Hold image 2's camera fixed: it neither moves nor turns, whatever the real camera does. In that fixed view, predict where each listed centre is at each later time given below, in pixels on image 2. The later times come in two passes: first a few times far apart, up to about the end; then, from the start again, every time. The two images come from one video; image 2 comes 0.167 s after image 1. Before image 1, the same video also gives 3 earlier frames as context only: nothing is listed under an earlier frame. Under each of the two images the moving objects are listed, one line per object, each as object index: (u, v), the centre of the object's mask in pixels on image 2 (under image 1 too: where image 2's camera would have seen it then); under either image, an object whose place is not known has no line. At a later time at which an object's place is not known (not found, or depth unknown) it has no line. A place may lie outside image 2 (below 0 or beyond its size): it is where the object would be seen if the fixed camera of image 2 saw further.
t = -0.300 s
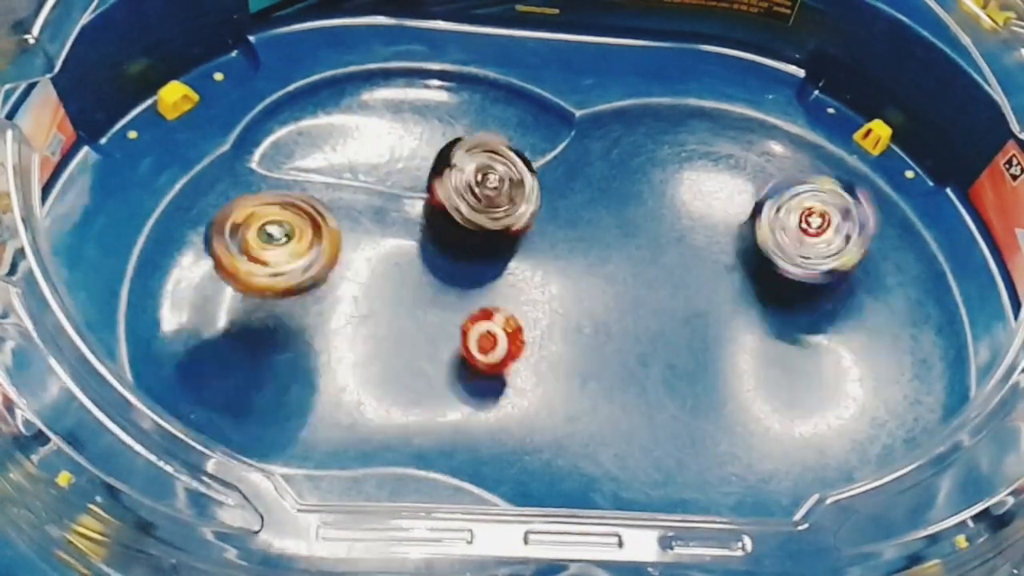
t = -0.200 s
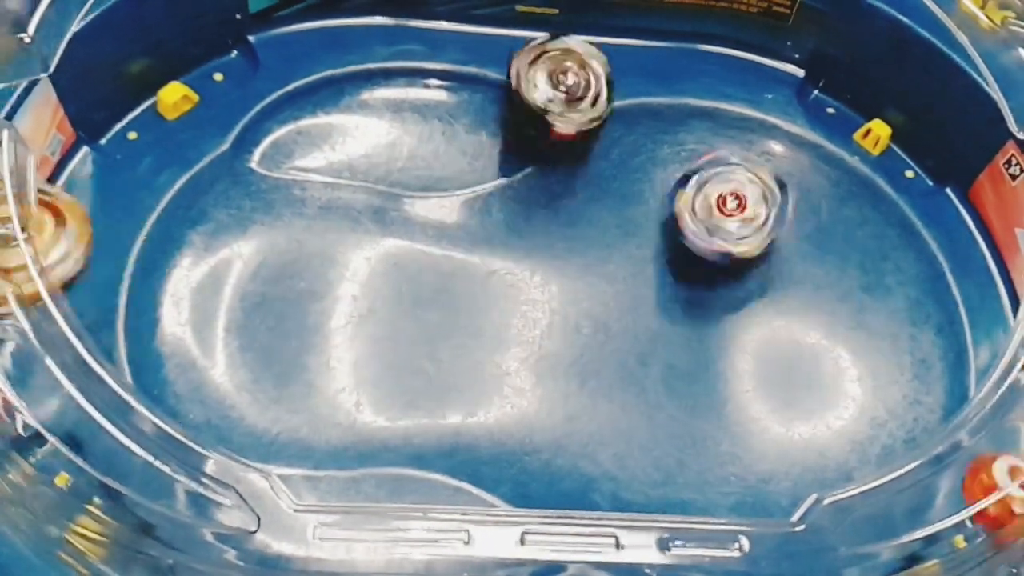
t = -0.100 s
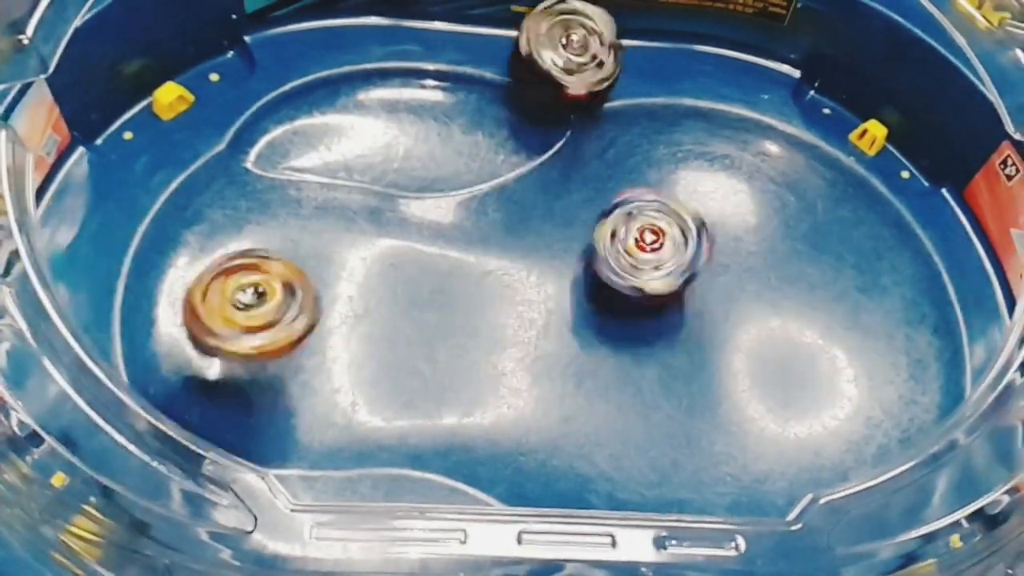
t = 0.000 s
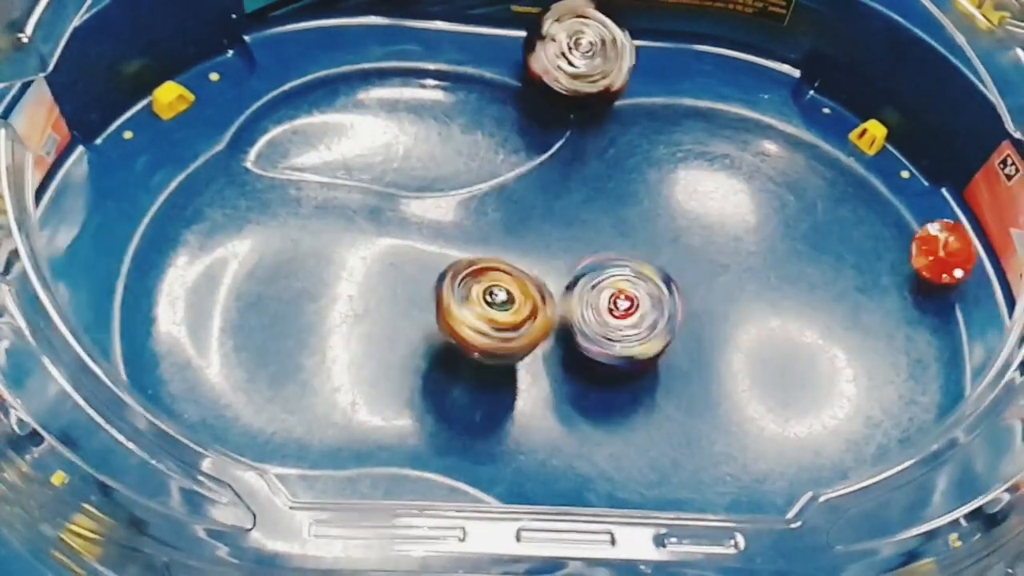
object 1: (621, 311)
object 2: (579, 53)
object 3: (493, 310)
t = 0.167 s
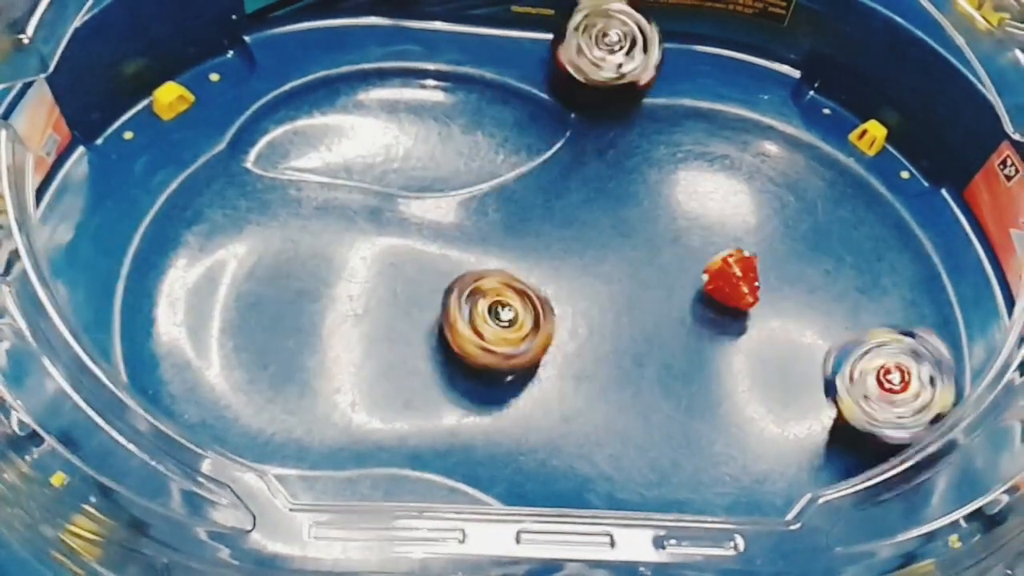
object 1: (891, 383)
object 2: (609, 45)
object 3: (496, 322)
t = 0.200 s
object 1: (909, 373)
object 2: (615, 46)
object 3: (510, 314)
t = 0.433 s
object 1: (775, 274)
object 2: (696, 49)
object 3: (547, 408)
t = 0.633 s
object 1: (665, 294)
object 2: (781, 70)
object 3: (549, 403)
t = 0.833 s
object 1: (675, 367)
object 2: (841, 128)
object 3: (547, 425)
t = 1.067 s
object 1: (745, 419)
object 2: (720, 308)
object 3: (585, 447)
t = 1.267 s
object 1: (747, 420)
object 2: (718, 311)
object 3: (590, 447)
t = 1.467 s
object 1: (749, 426)
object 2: (718, 308)
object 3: (590, 449)
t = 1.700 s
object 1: (754, 427)
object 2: (718, 307)
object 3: (593, 448)
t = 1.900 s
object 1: (755, 430)
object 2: (716, 305)
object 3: (592, 450)
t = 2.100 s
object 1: (756, 436)
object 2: (715, 302)
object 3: (596, 447)
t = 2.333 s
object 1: (759, 439)
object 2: (714, 304)
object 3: (597, 447)
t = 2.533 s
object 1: (762, 442)
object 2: (712, 301)
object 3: (603, 442)
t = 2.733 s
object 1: (765, 444)
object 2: (712, 299)
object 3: (600, 443)
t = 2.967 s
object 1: (765, 446)
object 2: (711, 298)
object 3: (607, 438)
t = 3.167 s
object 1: (767, 447)
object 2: (709, 296)
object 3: (608, 435)
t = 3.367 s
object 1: (770, 448)
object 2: (711, 295)
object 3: (615, 432)
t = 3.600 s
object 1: (771, 449)
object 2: (711, 297)
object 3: (615, 430)
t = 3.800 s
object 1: (772, 450)
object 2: (711, 294)
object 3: (620, 429)
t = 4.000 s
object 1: (775, 451)
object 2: (714, 295)
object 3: (620, 428)
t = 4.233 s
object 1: (780, 449)
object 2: (713, 297)
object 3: (626, 426)
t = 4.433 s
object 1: (781, 452)
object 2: (713, 296)
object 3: (628, 422)
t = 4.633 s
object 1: (785, 450)
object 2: (716, 299)
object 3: (634, 421)
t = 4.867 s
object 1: (785, 448)
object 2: (712, 302)
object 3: (636, 418)
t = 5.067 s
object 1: (788, 451)
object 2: (714, 302)
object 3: (643, 416)
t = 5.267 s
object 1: (791, 448)
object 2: (715, 305)
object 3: (641, 413)
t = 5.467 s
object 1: (792, 445)
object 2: (713, 306)
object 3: (649, 414)
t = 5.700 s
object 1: (797, 443)
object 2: (715, 307)
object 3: (649, 409)
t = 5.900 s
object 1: (798, 443)
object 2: (715, 310)
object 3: (658, 411)
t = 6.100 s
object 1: (800, 439)
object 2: (715, 310)
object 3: (658, 407)
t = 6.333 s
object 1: (802, 437)
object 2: (721, 298)
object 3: (657, 417)
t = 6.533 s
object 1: (803, 434)
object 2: (726, 290)
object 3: (658, 428)
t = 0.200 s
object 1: (909, 373)
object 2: (615, 46)
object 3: (510, 314)
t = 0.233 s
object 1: (914, 362)
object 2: (621, 47)
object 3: (514, 321)
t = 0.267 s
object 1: (908, 347)
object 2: (630, 48)
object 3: (521, 336)
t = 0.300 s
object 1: (893, 328)
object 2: (643, 44)
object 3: (531, 353)
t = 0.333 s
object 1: (872, 308)
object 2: (657, 44)
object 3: (535, 375)
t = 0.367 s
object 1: (844, 292)
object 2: (671, 45)
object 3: (541, 388)
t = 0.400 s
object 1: (811, 279)
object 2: (683, 47)
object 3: (542, 399)
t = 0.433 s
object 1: (775, 274)
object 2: (696, 49)
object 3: (547, 408)
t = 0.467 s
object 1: (739, 272)
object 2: (710, 50)
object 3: (552, 411)
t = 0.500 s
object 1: (706, 282)
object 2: (724, 53)
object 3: (558, 408)
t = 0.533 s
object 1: (681, 289)
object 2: (738, 56)
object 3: (565, 399)
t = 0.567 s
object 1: (661, 299)
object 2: (754, 59)
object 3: (573, 387)
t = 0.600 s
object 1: (664, 292)
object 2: (768, 65)
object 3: (560, 397)
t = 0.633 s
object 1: (665, 294)
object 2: (781, 70)
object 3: (549, 403)
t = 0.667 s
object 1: (658, 305)
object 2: (790, 79)
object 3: (542, 406)
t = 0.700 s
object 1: (652, 322)
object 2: (816, 73)
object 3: (538, 405)
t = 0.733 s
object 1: (649, 341)
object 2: (824, 89)
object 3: (540, 404)
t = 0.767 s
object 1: (659, 348)
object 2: (835, 99)
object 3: (542, 407)
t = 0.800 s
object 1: (666, 359)
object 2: (843, 111)
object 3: (545, 419)
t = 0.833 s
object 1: (675, 367)
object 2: (841, 128)
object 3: (547, 425)
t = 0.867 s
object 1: (682, 375)
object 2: (833, 156)
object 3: (545, 423)
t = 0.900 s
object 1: (686, 386)
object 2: (818, 188)
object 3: (551, 416)
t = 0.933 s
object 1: (689, 392)
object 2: (793, 234)
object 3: (566, 411)
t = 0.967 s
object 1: (706, 394)
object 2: (767, 272)
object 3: (562, 412)
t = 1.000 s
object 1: (726, 401)
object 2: (746, 291)
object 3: (568, 433)
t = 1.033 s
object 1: (735, 412)
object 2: (731, 300)
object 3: (577, 449)
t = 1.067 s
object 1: (745, 419)
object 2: (720, 308)
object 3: (585, 447)
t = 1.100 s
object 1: (748, 417)
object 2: (721, 311)
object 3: (589, 451)
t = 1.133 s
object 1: (749, 417)
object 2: (719, 313)
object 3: (591, 450)
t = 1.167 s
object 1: (748, 419)
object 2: (718, 314)
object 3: (590, 448)
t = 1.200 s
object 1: (747, 420)
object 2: (717, 312)
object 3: (590, 448)
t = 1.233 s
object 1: (749, 420)
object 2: (717, 311)
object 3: (590, 448)
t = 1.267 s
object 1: (747, 420)
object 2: (718, 311)
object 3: (590, 447)
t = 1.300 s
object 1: (748, 419)
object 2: (719, 310)
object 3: (588, 447)
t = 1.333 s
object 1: (750, 420)
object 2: (716, 312)
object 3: (587, 447)
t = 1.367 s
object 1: (750, 423)
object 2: (716, 311)
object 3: (587, 448)
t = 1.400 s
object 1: (750, 424)
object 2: (716, 310)
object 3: (588, 448)
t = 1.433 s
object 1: (750, 425)
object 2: (716, 308)
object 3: (589, 448)
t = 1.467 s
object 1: (749, 426)
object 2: (718, 308)
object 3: (590, 449)
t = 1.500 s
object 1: (750, 425)
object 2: (718, 307)
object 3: (591, 450)
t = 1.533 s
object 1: (750, 425)
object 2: (717, 309)
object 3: (593, 451)
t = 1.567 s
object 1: (753, 426)
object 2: (716, 309)
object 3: (594, 450)
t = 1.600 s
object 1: (753, 427)
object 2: (716, 308)
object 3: (594, 449)
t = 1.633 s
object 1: (753, 429)
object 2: (717, 306)
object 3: (594, 448)
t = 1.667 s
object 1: (753, 429)
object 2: (719, 306)
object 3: (594, 448)
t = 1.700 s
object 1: (754, 427)
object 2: (718, 307)
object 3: (593, 448)
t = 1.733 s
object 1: (753, 428)
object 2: (718, 308)
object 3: (590, 448)
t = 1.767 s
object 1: (754, 431)
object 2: (716, 309)
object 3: (590, 448)
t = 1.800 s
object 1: (754, 432)
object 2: (715, 306)
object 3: (590, 449)
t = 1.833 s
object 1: (755, 432)
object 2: (715, 305)
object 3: (591, 450)
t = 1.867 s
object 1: (754, 432)
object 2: (716, 305)
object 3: (592, 450)
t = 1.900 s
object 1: (755, 430)
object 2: (716, 305)
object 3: (592, 450)
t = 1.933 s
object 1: (756, 433)
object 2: (715, 306)
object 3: (593, 451)
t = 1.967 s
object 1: (755, 434)
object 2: (713, 306)
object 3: (596, 451)
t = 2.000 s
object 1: (757, 436)
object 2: (713, 303)
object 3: (595, 451)
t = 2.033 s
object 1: (756, 436)
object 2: (714, 301)
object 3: (596, 449)
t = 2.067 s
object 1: (755, 437)
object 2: (715, 301)
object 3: (596, 448)
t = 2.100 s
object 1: (756, 436)
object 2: (715, 302)
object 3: (596, 447)
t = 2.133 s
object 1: (758, 436)
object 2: (714, 304)
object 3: (596, 446)
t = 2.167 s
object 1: (759, 438)
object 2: (715, 302)
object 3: (594, 445)
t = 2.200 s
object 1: (761, 440)
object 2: (715, 300)
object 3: (593, 446)
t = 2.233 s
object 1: (759, 439)
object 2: (716, 301)
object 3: (594, 446)
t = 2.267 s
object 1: (759, 439)
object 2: (717, 301)
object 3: (595, 447)
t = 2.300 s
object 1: (761, 438)
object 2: (716, 302)
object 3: (596, 446)
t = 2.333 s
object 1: (759, 439)
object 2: (714, 304)
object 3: (597, 447)
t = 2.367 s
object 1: (761, 441)
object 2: (714, 301)
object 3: (599, 448)
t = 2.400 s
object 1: (760, 442)
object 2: (713, 300)
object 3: (601, 446)
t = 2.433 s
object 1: (760, 440)
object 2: (713, 301)
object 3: (601, 445)
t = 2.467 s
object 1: (760, 440)
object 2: (714, 300)
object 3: (601, 444)
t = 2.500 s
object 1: (762, 440)
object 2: (714, 300)
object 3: (602, 443)
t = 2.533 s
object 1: (762, 442)
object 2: (712, 301)
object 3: (603, 442)
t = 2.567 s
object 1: (762, 443)
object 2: (711, 300)
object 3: (601, 440)
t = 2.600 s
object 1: (762, 444)
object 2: (711, 297)
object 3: (599, 440)
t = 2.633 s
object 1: (762, 444)
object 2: (712, 297)
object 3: (599, 441)
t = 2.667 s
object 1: (763, 444)
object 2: (714, 298)
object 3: (599, 442)
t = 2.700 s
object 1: (763, 443)
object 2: (713, 298)
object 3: (601, 442)
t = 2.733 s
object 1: (765, 444)
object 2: (712, 299)
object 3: (600, 443)
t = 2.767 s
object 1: (765, 445)
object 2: (712, 297)
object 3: (602, 442)
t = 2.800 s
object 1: (766, 445)
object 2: (713, 296)
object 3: (604, 443)
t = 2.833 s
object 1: (766, 445)
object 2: (715, 297)
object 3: (607, 442)
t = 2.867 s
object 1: (766, 445)
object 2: (715, 298)
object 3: (606, 441)
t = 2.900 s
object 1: (765, 446)
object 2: (714, 299)
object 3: (607, 440)
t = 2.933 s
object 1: (765, 446)
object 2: (712, 300)
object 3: (606, 439)
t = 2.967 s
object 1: (765, 446)
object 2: (711, 298)
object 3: (607, 438)
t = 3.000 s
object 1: (766, 446)
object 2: (711, 298)
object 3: (606, 437)
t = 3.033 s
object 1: (765, 446)
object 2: (712, 298)
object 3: (605, 436)
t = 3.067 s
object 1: (767, 444)
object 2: (712, 297)
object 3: (605, 436)
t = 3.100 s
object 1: (766, 446)
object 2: (711, 298)
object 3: (605, 437)
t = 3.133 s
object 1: (767, 446)
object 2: (710, 299)
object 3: (607, 436)
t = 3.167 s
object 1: (767, 447)
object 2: (709, 296)
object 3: (608, 435)
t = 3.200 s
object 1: (767, 447)
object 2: (710, 295)
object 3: (609, 435)
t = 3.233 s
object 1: (767, 448)
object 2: (712, 295)
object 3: (610, 436)
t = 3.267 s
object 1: (770, 447)
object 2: (711, 297)
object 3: (613, 436)
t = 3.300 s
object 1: (769, 449)
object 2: (711, 297)
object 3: (614, 435)
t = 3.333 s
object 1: (770, 448)
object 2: (712, 298)
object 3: (614, 433)
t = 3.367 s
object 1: (770, 448)
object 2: (711, 295)
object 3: (615, 432)
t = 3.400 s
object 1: (770, 450)
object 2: (713, 295)
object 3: (615, 431)
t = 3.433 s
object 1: (771, 449)
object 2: (714, 296)
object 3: (614, 430)
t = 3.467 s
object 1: (774, 450)
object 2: (714, 297)
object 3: (612, 430)
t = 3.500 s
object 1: (771, 450)
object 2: (713, 297)
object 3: (611, 430)
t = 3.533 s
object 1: (772, 450)
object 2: (711, 298)
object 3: (612, 431)
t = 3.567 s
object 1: (771, 447)
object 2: (711, 297)
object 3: (614, 431)
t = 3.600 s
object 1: (771, 449)
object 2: (711, 297)
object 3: (615, 430)
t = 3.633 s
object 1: (773, 448)
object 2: (713, 296)
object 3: (616, 430)
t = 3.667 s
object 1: (774, 449)
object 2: (712, 298)
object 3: (617, 431)
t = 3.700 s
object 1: (772, 449)
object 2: (711, 298)
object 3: (620, 431)
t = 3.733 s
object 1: (773, 450)
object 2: (710, 298)
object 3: (620, 430)
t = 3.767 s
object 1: (772, 450)
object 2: (710, 295)
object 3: (620, 429)
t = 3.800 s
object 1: (772, 450)
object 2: (711, 294)
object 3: (620, 429)
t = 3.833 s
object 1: (774, 450)
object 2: (712, 296)
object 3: (621, 427)
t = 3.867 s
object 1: (775, 452)
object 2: (712, 297)
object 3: (620, 426)
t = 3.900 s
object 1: (776, 452)
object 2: (712, 297)
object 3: (618, 426)
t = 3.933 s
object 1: (776, 450)
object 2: (712, 297)
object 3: (617, 427)
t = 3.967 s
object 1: (776, 450)
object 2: (712, 295)
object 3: (618, 427)
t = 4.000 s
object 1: (775, 451)
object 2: (714, 295)
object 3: (620, 428)
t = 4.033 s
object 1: (778, 451)
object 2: (715, 297)
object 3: (620, 428)
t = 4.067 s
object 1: (778, 452)
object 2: (714, 297)
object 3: (621, 429)
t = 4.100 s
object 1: (777, 451)
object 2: (712, 299)
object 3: (623, 429)
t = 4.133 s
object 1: (778, 450)
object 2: (712, 298)
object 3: (626, 428)
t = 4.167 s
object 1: (778, 449)
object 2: (712, 297)
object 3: (627, 428)
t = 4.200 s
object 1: (777, 448)
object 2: (713, 297)
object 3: (626, 427)
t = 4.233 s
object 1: (780, 449)
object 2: (713, 297)
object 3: (626, 426)
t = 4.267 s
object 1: (778, 449)
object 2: (712, 298)
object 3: (627, 425)
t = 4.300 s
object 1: (778, 450)
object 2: (711, 300)
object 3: (627, 423)
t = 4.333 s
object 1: (779, 450)
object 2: (711, 298)
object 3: (626, 423)
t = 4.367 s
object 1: (779, 451)
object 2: (711, 296)
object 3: (625, 423)
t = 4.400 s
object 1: (779, 451)
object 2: (712, 296)
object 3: (626, 423)
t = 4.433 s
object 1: (781, 452)
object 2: (713, 296)
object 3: (628, 422)
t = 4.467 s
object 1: (780, 454)
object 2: (713, 298)
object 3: (628, 423)
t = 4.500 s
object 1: (781, 451)
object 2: (713, 299)
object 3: (628, 424)
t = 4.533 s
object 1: (781, 447)
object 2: (713, 299)
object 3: (631, 425)
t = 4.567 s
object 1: (782, 450)
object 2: (713, 298)
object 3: (634, 424)
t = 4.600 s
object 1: (782, 451)
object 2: (715, 298)
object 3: (635, 423)
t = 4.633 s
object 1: (785, 450)
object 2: (716, 299)
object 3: (634, 421)
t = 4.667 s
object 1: (784, 452)
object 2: (715, 300)
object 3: (635, 420)
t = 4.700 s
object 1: (783, 451)
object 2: (713, 301)
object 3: (635, 421)
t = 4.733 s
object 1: (782, 449)
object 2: (713, 300)
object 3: (634, 419)
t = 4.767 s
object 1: (783, 449)
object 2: (713, 300)
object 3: (634, 417)
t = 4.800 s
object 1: (784, 448)
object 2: (713, 301)
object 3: (634, 417)
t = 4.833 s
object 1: (786, 449)
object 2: (714, 300)
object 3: (634, 418)
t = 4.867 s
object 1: (785, 448)
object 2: (712, 302)
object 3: (636, 418)
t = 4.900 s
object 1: (785, 447)
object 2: (711, 302)
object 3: (637, 418)
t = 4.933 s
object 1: (784, 450)
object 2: (711, 301)
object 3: (637, 417)
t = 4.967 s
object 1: (785, 448)
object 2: (712, 300)
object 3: (639, 418)
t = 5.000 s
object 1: (786, 447)
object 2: (713, 299)
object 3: (641, 418)
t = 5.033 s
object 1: (787, 450)
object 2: (714, 300)
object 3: (643, 417)
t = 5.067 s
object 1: (788, 451)
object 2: (714, 302)
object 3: (643, 416)
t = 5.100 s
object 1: (789, 447)
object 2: (714, 303)
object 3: (643, 415)
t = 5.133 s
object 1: (789, 448)
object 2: (714, 303)
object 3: (644, 415)
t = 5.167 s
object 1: (789, 447)
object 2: (715, 301)
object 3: (643, 413)
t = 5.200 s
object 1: (790, 447)
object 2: (716, 302)
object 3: (643, 412)
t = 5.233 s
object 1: (791, 450)
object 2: (717, 303)
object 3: (642, 411)
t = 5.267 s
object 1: (791, 448)
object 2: (715, 305)
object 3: (641, 413)
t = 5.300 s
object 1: (791, 447)
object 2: (714, 305)
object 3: (643, 413)
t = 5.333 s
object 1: (790, 445)
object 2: (714, 304)
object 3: (643, 414)
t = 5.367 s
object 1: (789, 444)
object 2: (714, 304)
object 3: (644, 413)
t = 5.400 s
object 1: (791, 446)
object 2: (715, 304)
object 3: (646, 414)
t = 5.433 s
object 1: (793, 446)
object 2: (715, 306)
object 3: (649, 415)
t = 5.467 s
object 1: (792, 445)
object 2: (713, 306)
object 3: (649, 414)
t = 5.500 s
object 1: (792, 444)
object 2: (713, 306)
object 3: (649, 412)
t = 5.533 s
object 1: (791, 444)
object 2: (712, 305)
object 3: (650, 411)
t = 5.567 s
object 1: (792, 443)
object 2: (714, 303)
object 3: (650, 411)
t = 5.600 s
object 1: (793, 446)
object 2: (715, 303)
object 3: (650, 410)
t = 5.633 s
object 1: (793, 449)
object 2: (717, 305)
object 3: (650, 409)
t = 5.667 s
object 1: (794, 447)
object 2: (715, 307)
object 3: (648, 409)
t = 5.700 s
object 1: (797, 443)
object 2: (715, 307)
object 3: (649, 409)
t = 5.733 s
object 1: (795, 443)
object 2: (715, 306)
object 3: (649, 411)
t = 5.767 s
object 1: (796, 442)
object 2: (717, 306)
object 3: (650, 411)
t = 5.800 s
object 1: (798, 443)
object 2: (718, 307)
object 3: (652, 410)
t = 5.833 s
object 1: (799, 443)
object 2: (717, 311)
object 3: (653, 411)
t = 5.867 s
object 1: (798, 443)
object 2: (716, 310)
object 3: (655, 412)
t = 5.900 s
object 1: (798, 443)
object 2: (715, 310)
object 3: (658, 411)
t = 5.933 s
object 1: (796, 441)
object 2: (715, 309)
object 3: (657, 409)
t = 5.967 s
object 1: (797, 440)
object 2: (715, 309)
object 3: (658, 407)
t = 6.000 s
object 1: (800, 440)
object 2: (716, 310)
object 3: (659, 407)
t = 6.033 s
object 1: (801, 441)
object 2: (716, 311)
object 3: (659, 406)
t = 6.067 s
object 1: (799, 439)
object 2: (715, 311)
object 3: (658, 406)
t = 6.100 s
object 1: (800, 439)
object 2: (715, 310)
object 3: (658, 407)
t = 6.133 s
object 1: (798, 440)
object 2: (715, 308)
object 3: (659, 408)
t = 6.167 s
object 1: (800, 439)
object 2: (716, 306)
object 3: (660, 410)
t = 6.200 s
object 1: (802, 441)
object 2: (718, 304)
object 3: (660, 412)
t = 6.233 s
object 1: (801, 442)
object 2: (719, 303)
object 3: (659, 412)
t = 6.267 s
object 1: (801, 440)
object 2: (719, 303)
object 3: (657, 413)
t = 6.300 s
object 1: (803, 437)
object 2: (720, 302)
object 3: (657, 415)
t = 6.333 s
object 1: (802, 437)
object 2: (721, 298)
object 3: (657, 417)
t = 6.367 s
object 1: (802, 436)
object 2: (723, 296)
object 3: (657, 418)
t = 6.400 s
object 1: (803, 438)
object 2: (725, 297)
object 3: (655, 420)
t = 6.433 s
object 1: (805, 438)
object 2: (726, 294)
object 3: (655, 422)
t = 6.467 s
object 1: (805, 437)
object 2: (725, 295)
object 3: (656, 425)
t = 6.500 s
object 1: (804, 436)
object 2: (725, 294)
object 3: (657, 427)
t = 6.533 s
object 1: (803, 434)
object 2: (726, 290)
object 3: (658, 428)
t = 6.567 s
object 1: (805, 434)
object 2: (727, 288)
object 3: (657, 429)
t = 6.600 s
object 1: (807, 435)
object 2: (728, 289)
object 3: (657, 432)
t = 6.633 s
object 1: (808, 433)
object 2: (730, 285)
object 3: (658, 433)
